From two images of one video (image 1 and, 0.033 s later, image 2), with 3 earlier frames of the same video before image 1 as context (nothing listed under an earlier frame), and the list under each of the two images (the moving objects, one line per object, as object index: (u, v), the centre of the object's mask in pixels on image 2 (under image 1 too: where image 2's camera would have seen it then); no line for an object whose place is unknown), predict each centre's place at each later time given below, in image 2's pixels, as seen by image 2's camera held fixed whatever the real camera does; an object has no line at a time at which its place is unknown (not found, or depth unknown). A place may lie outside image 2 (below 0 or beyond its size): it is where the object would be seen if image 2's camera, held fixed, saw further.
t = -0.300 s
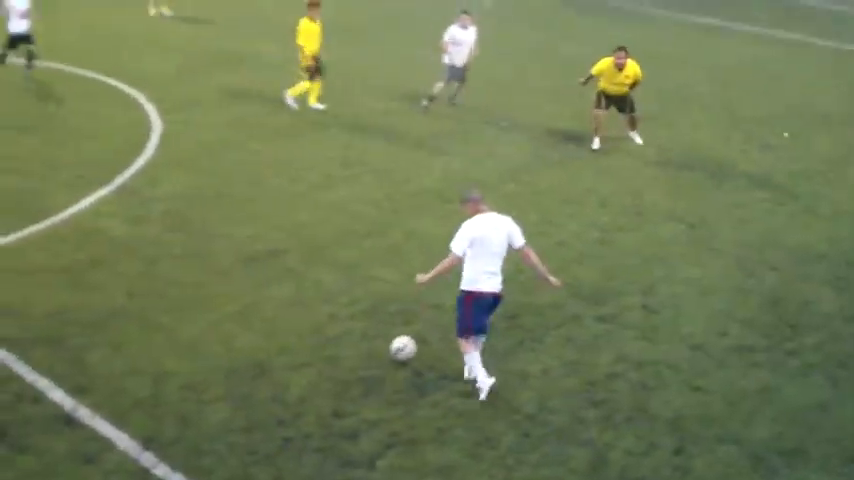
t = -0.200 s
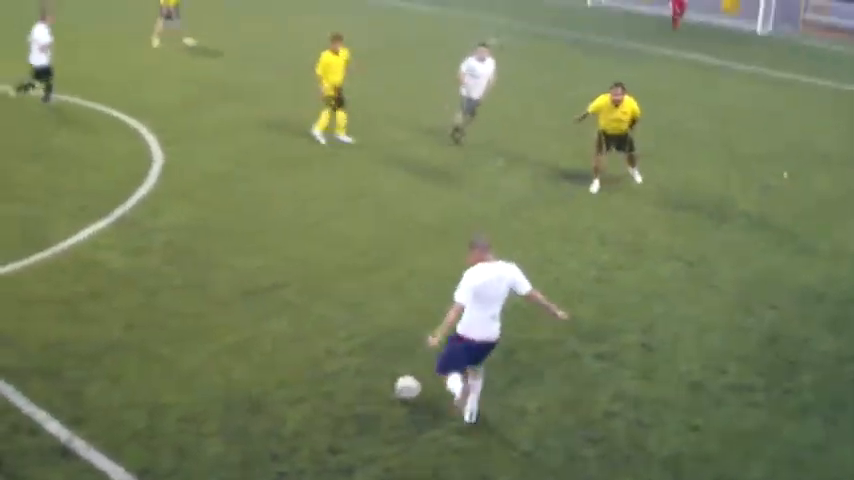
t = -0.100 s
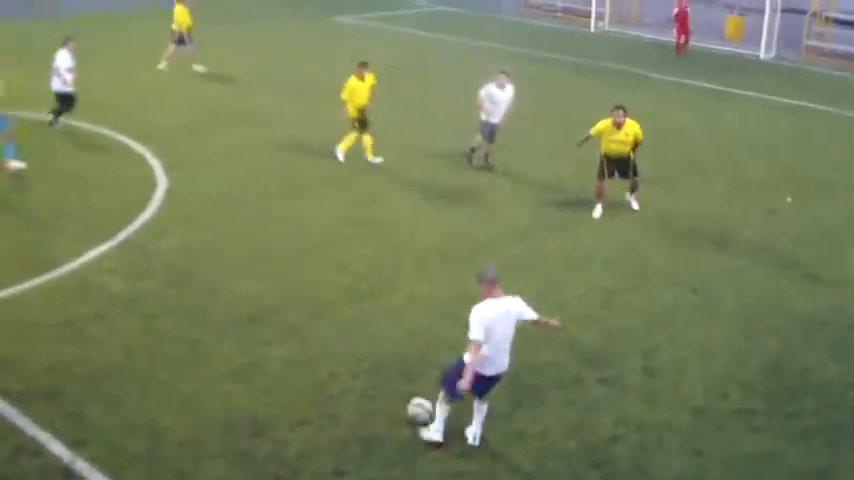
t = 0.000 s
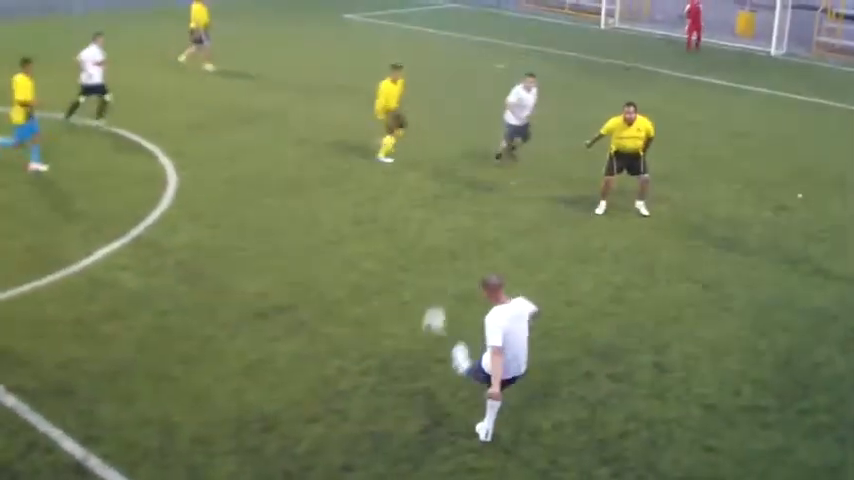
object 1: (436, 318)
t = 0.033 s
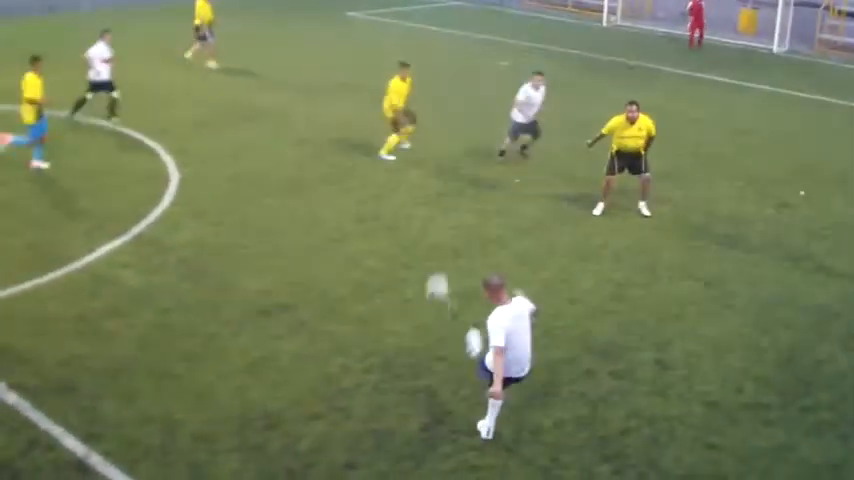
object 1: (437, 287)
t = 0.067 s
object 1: (439, 260)
